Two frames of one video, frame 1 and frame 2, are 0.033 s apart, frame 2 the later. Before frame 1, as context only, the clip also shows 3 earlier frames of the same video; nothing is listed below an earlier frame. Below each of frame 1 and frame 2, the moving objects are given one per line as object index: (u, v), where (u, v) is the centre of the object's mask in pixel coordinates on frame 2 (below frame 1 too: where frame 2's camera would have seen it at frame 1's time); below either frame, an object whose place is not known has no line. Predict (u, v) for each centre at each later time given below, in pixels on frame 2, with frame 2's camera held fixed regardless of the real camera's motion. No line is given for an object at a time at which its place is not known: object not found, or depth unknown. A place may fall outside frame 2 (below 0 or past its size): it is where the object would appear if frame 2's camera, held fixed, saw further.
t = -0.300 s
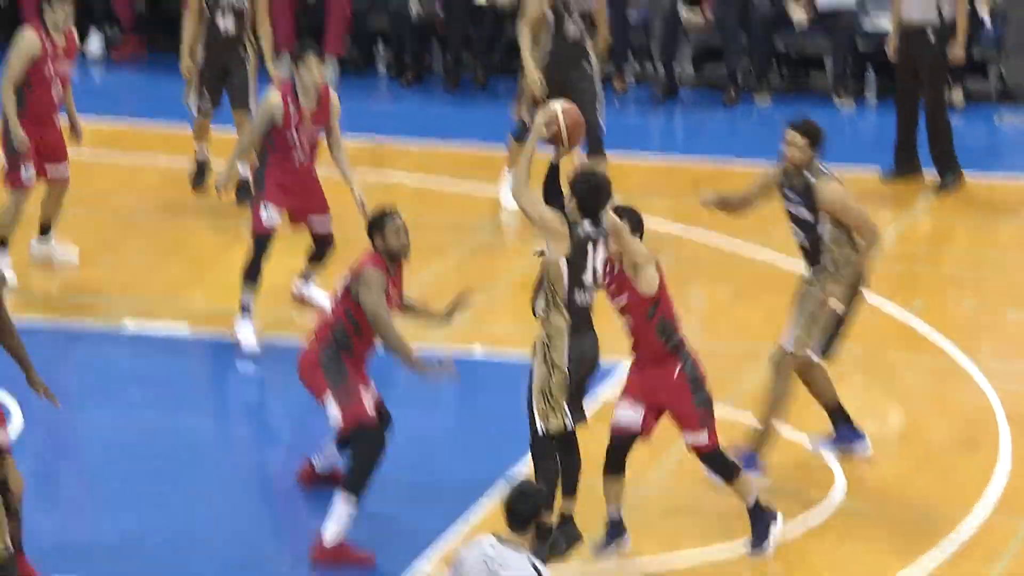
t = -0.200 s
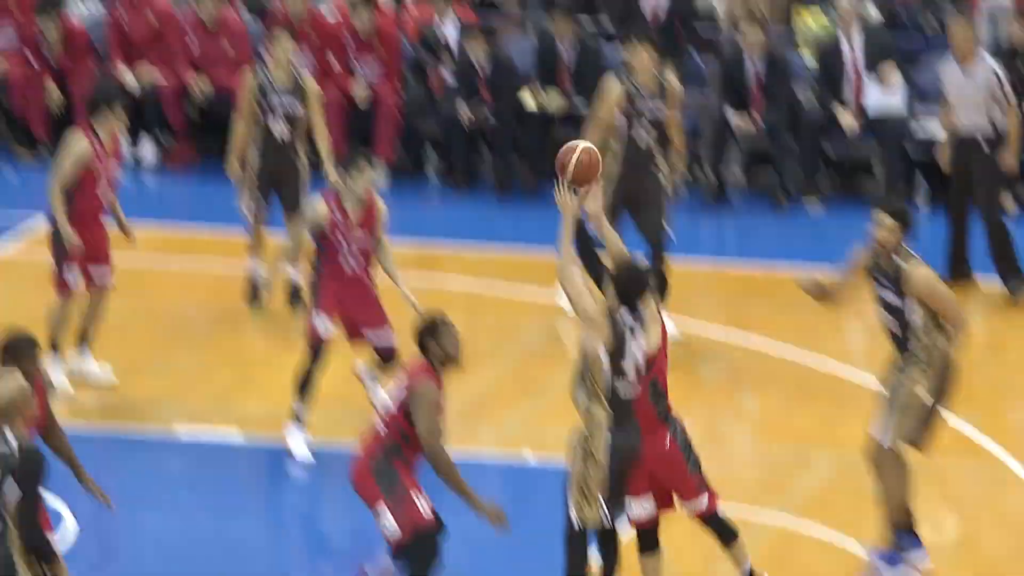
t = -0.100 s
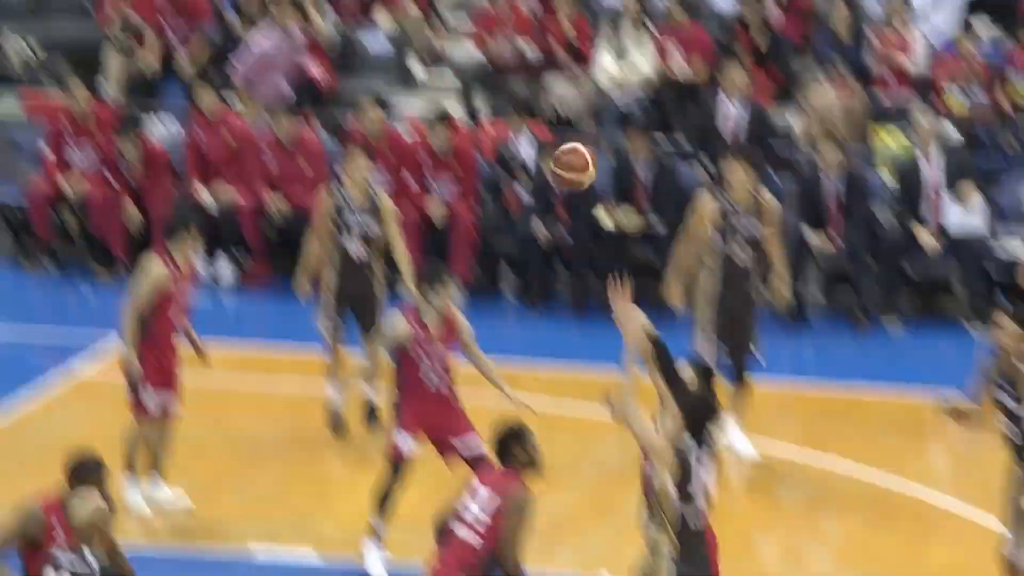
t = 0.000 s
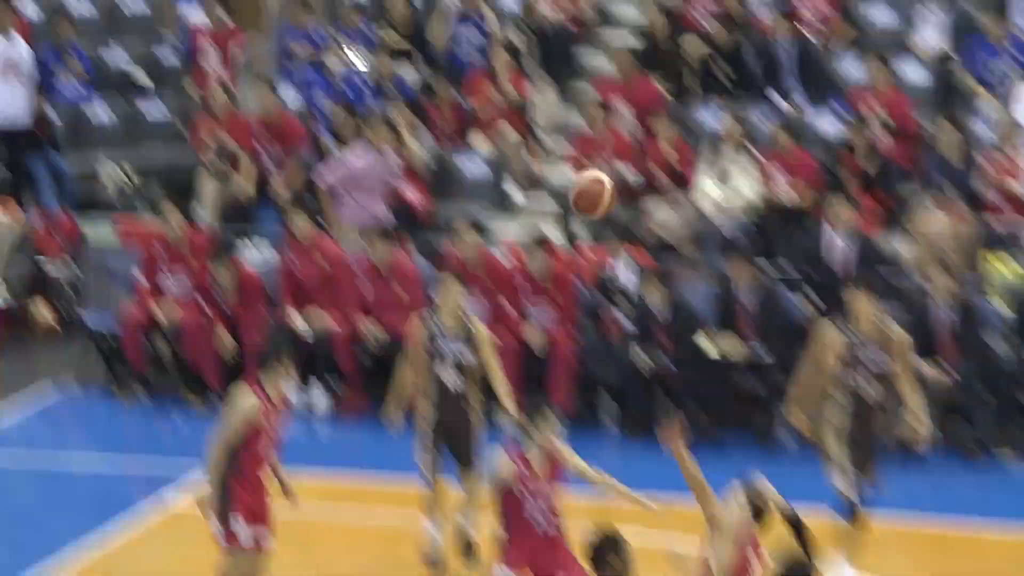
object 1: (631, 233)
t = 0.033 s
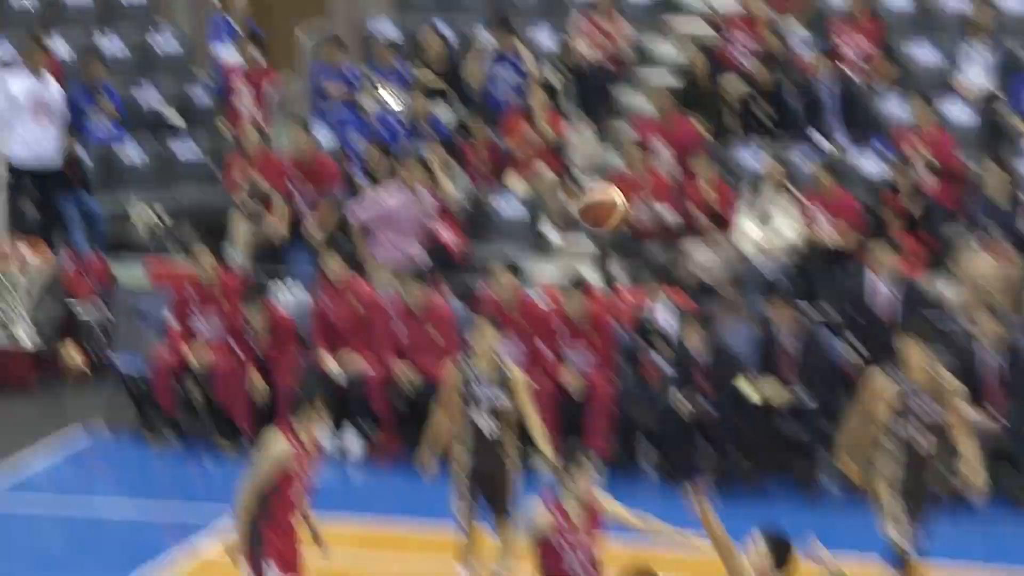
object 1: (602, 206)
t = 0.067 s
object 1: (574, 181)
